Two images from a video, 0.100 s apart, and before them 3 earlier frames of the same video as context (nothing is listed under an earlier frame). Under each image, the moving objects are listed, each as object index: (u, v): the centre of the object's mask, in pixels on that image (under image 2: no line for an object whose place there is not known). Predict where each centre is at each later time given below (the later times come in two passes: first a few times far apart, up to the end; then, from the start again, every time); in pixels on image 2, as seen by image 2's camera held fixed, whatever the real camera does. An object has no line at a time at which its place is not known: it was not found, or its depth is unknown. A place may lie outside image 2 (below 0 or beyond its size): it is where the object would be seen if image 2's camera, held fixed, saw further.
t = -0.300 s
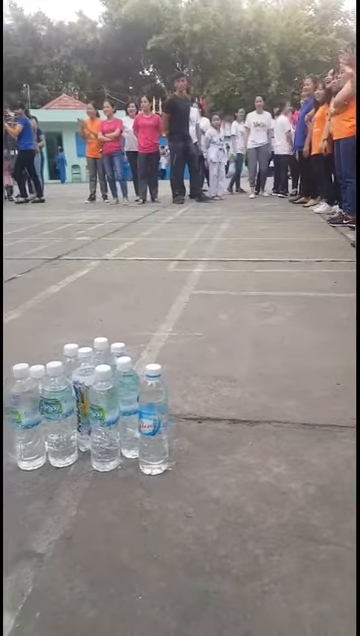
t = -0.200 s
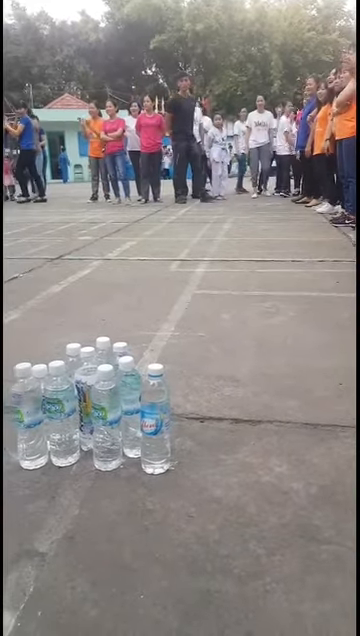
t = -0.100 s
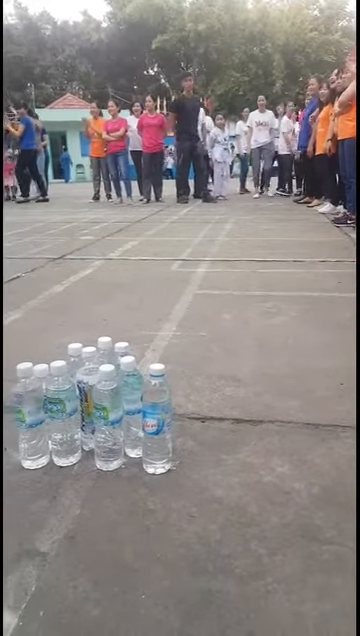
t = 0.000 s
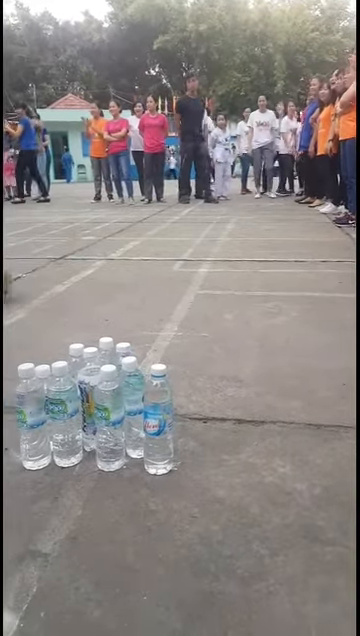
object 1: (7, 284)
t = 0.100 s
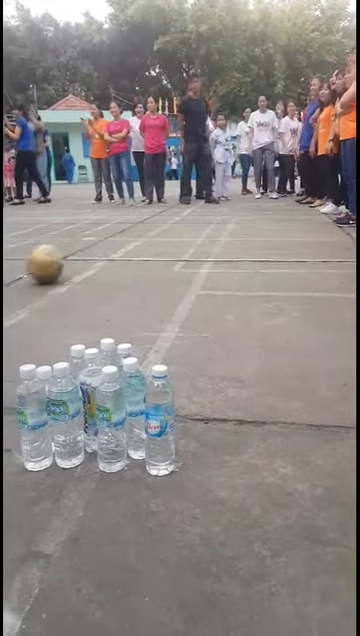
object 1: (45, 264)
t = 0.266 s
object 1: (105, 246)
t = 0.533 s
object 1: (166, 228)
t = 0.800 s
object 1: (204, 216)
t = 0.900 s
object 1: (217, 213)
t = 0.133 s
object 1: (58, 261)
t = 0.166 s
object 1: (72, 256)
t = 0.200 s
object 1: (84, 252)
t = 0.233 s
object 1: (94, 249)
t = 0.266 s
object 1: (105, 246)
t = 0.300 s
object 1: (113, 244)
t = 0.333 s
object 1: (123, 240)
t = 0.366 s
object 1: (131, 238)
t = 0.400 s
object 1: (139, 235)
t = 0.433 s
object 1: (146, 233)
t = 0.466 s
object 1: (153, 232)
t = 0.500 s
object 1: (160, 230)
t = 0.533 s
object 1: (166, 228)
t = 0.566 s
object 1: (172, 227)
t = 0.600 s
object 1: (177, 225)
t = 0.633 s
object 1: (182, 223)
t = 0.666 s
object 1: (188, 221)
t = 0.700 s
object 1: (193, 220)
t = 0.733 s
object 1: (196, 218)
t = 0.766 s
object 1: (201, 217)
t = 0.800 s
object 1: (204, 216)
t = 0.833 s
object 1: (209, 214)
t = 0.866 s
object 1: (214, 214)
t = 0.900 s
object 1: (217, 213)
